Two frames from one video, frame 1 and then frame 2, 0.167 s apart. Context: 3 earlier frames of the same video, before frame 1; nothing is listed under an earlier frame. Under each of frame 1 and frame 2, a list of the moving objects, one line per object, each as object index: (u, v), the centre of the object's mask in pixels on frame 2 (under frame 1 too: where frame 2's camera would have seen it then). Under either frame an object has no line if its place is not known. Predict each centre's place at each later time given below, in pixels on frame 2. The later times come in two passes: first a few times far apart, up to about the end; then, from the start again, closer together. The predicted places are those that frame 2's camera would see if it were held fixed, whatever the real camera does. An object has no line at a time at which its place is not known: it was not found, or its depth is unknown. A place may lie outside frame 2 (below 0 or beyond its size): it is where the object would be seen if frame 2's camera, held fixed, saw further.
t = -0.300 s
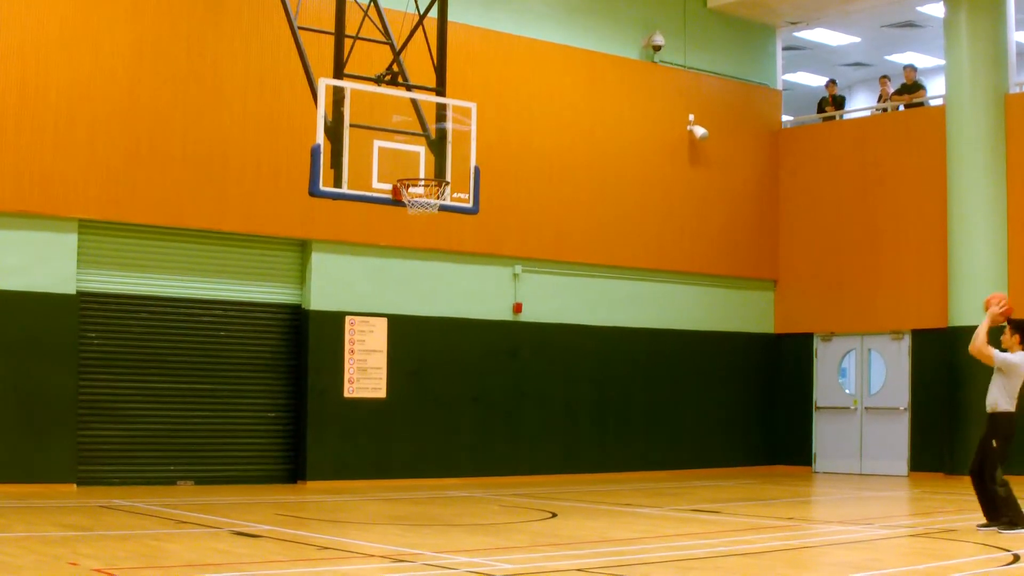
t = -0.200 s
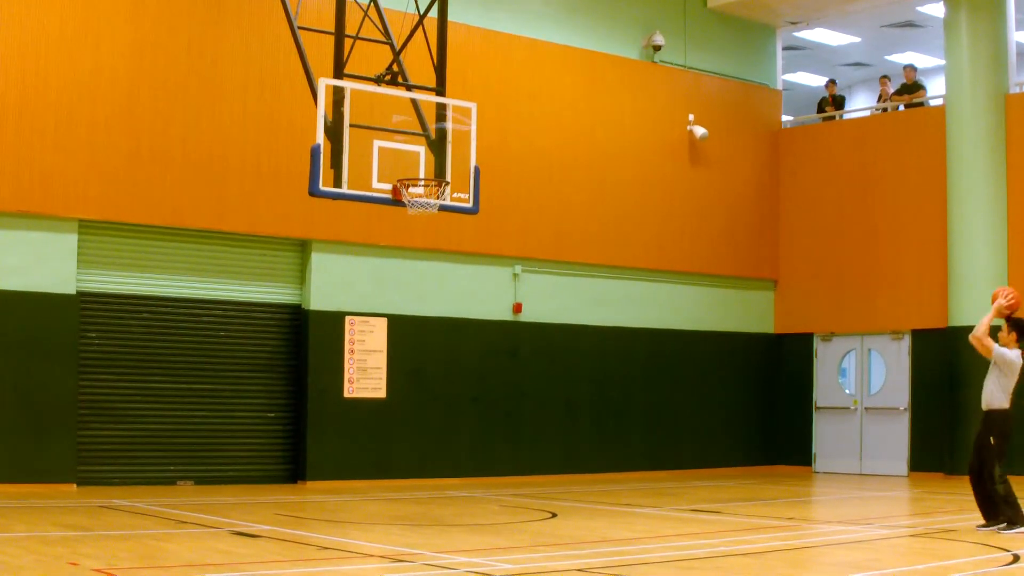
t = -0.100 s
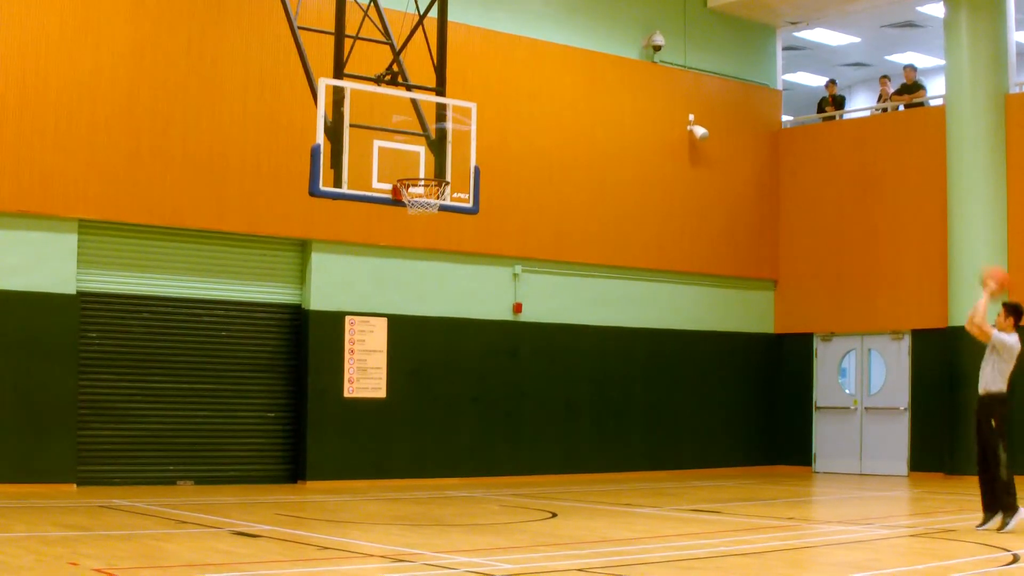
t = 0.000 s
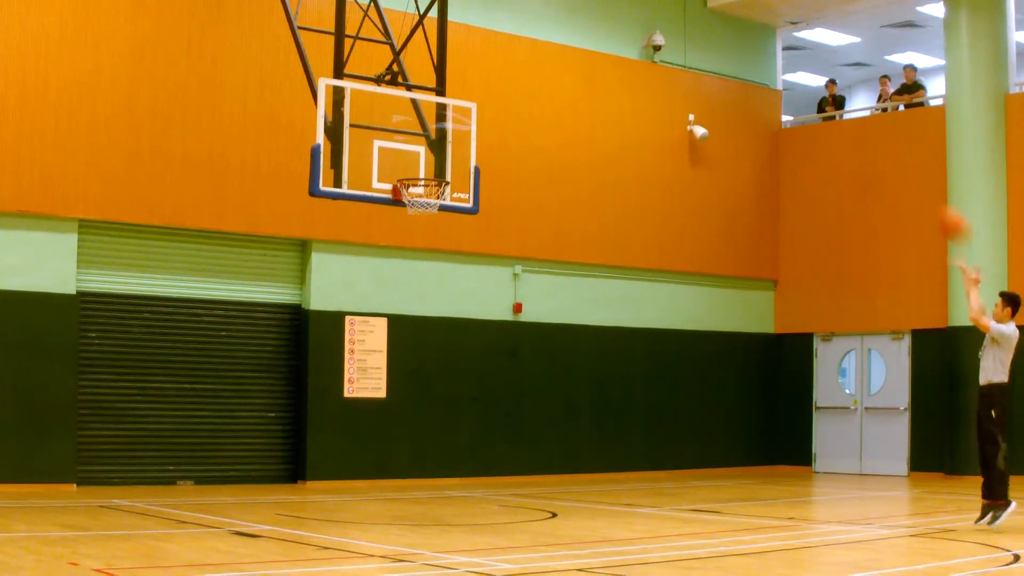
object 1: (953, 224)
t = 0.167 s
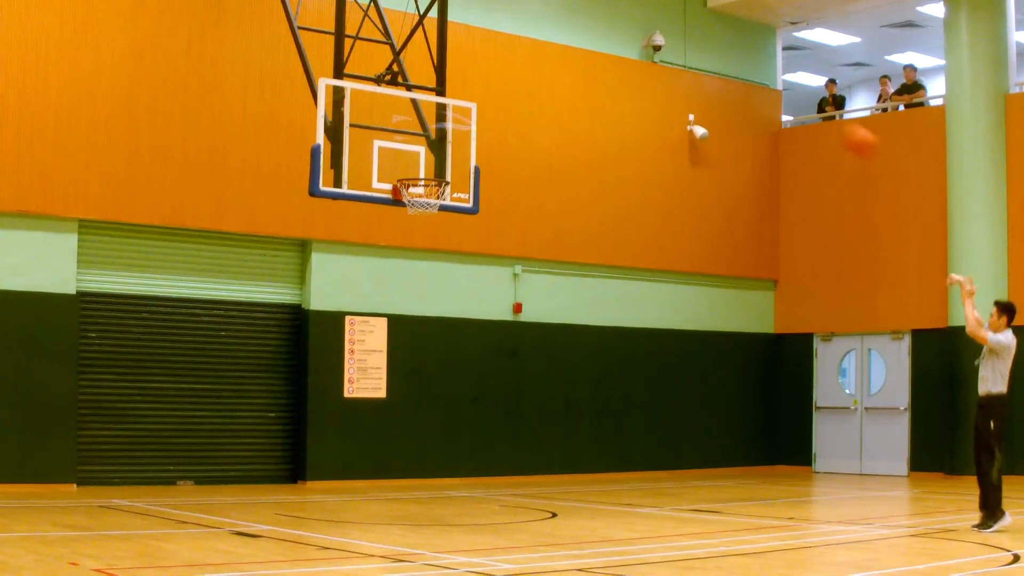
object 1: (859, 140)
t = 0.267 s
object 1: (802, 105)
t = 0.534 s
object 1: (662, 69)
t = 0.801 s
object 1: (526, 109)
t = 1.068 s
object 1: (457, 137)
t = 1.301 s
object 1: (477, 99)
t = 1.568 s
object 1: (501, 124)
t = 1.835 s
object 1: (525, 239)
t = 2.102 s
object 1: (552, 449)
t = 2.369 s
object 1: (559, 389)
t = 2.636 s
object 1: (557, 273)
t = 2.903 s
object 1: (554, 242)
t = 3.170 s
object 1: (550, 301)
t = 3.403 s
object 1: (545, 435)
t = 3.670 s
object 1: (545, 444)
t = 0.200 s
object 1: (842, 129)
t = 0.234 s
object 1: (821, 117)
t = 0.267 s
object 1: (802, 105)
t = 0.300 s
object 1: (785, 98)
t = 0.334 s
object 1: (766, 89)
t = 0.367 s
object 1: (750, 83)
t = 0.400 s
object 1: (733, 77)
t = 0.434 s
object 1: (714, 74)
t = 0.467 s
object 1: (697, 71)
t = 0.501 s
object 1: (680, 69)
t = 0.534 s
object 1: (662, 69)
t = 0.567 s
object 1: (644, 70)
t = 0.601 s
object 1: (627, 72)
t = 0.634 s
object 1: (609, 76)
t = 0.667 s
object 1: (593, 80)
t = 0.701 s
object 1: (577, 84)
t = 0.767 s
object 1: (542, 100)
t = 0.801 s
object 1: (526, 109)
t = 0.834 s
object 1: (510, 120)
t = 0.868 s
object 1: (494, 132)
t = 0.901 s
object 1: (478, 144)
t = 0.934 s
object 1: (461, 159)
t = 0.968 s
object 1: (448, 168)
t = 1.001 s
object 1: (449, 159)
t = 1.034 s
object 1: (452, 149)
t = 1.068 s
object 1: (457, 137)
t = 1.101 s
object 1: (459, 129)
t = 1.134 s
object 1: (462, 122)
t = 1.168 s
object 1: (465, 115)
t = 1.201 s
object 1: (468, 109)
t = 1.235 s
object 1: (471, 105)
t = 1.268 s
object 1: (474, 101)
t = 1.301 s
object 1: (477, 99)
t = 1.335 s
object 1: (480, 98)
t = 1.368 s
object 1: (483, 98)
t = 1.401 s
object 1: (486, 99)
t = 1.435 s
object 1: (489, 102)
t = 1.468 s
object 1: (492, 105)
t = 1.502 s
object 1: (495, 110)
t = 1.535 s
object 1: (498, 116)
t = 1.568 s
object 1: (501, 124)
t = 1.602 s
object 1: (504, 133)
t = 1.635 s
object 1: (507, 144)
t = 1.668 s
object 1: (510, 156)
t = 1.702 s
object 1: (513, 170)
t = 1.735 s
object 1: (516, 184)
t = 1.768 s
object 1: (519, 200)
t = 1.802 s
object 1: (522, 220)
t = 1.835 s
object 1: (525, 239)
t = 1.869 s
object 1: (530, 257)
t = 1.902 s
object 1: (532, 279)
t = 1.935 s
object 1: (536, 307)
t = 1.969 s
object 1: (540, 333)
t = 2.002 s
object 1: (543, 358)
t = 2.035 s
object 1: (546, 388)
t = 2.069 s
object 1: (549, 419)
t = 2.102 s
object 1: (552, 449)
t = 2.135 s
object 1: (556, 480)
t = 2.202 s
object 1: (559, 496)
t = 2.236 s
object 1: (559, 473)
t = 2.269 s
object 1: (559, 451)
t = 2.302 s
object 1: (559, 430)
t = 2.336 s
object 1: (559, 408)
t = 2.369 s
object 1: (559, 389)
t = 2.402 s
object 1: (559, 370)
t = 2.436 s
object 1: (558, 352)
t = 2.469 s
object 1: (558, 338)
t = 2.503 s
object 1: (558, 324)
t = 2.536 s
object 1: (558, 307)
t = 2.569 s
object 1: (557, 294)
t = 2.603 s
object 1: (557, 283)
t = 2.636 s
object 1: (557, 273)
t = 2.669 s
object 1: (557, 265)
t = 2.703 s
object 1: (557, 257)
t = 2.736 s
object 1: (556, 252)
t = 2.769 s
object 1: (556, 248)
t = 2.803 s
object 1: (555, 245)
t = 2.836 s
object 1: (555, 242)
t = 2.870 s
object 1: (554, 242)
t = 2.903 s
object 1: (554, 242)
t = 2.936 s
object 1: (554, 245)
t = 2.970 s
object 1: (553, 248)
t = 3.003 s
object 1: (553, 253)
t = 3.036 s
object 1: (552, 260)
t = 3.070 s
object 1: (552, 268)
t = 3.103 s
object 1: (551, 278)
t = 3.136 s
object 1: (551, 289)
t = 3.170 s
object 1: (550, 301)
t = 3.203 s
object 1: (549, 318)
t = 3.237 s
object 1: (548, 334)
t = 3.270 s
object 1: (548, 349)
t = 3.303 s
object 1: (547, 368)
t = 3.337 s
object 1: (546, 388)
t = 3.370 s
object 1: (545, 410)
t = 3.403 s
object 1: (545, 435)
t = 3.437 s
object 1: (544, 456)
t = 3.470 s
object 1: (543, 480)
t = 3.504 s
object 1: (541, 512)
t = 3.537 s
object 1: (541, 520)
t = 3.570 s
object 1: (542, 497)
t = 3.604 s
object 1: (543, 477)
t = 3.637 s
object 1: (544, 458)
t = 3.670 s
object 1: (545, 444)
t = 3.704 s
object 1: (546, 428)
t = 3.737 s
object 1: (546, 412)
